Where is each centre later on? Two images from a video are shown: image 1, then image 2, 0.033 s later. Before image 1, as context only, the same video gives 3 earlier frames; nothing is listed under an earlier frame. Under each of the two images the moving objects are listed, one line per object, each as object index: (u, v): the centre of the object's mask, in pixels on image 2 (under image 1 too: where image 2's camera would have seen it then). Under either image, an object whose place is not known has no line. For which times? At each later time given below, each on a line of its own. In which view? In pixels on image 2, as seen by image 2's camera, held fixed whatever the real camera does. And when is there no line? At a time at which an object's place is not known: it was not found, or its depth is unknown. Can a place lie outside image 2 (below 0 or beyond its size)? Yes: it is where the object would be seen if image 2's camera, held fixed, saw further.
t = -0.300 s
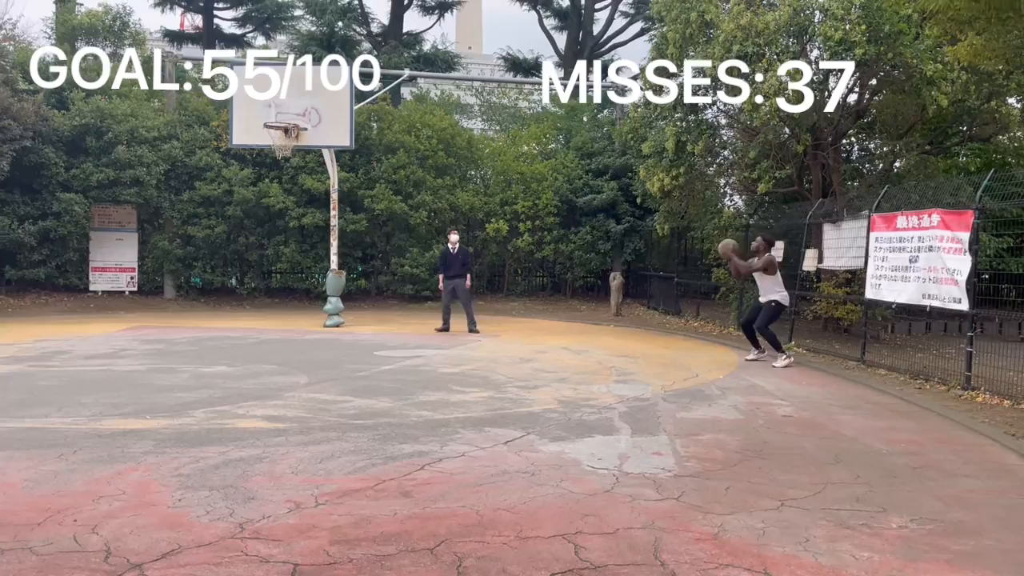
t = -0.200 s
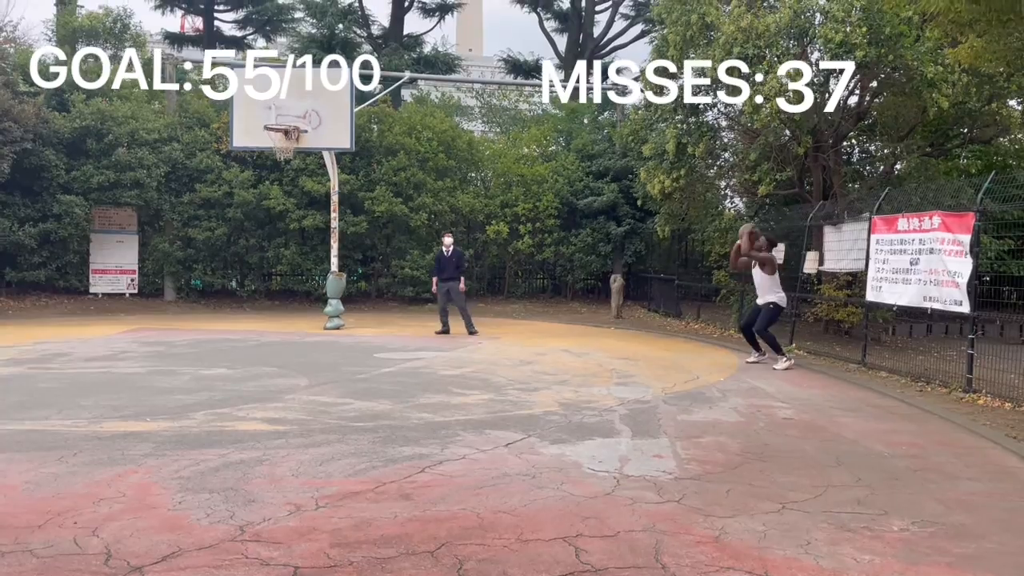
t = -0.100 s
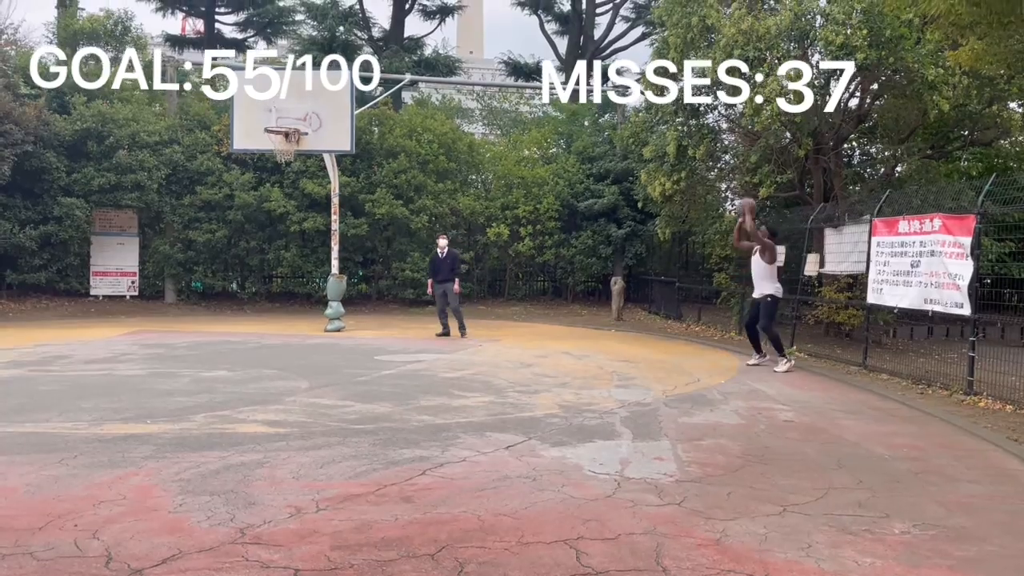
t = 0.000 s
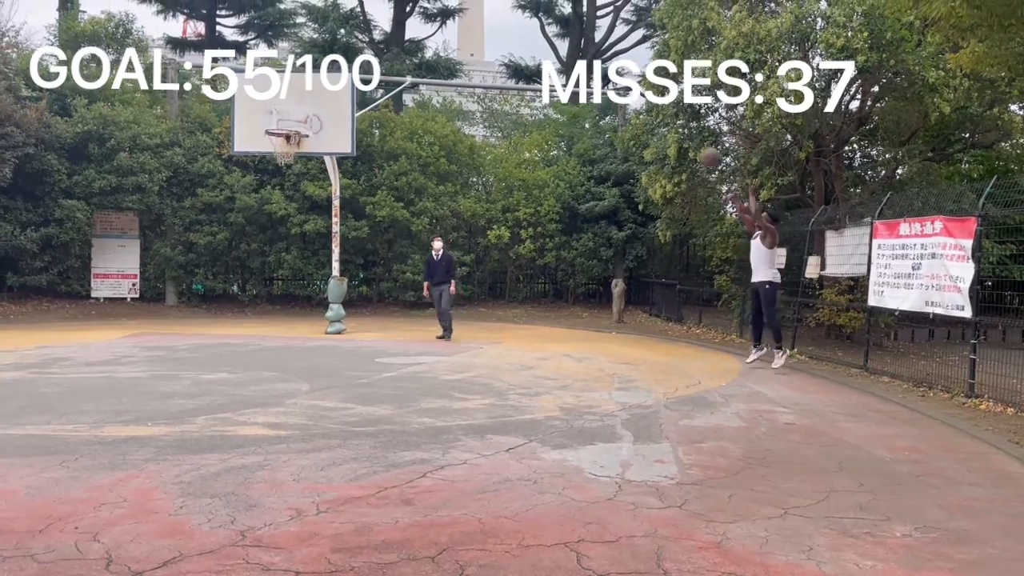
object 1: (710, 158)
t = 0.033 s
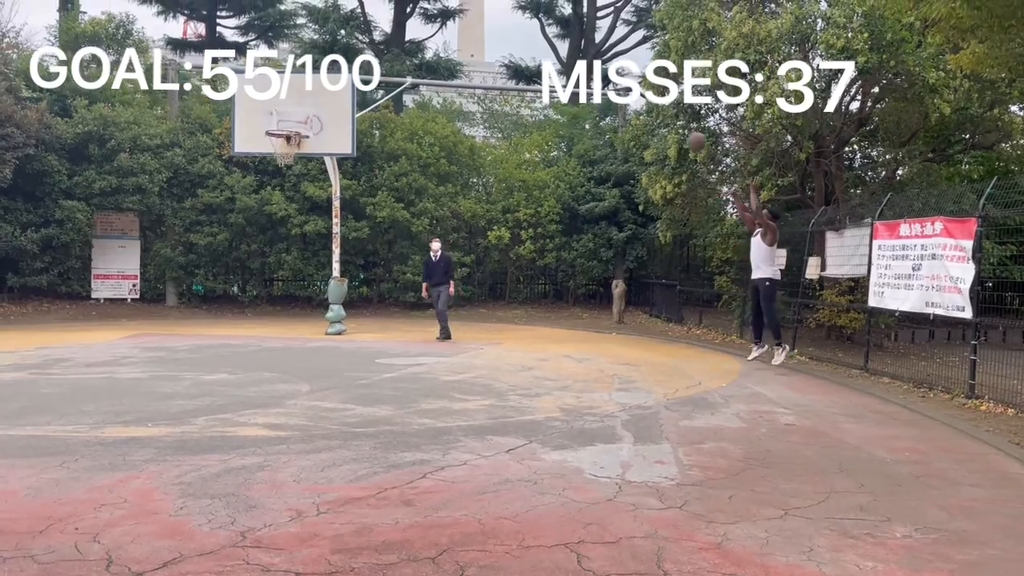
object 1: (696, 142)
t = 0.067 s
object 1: (683, 127)
